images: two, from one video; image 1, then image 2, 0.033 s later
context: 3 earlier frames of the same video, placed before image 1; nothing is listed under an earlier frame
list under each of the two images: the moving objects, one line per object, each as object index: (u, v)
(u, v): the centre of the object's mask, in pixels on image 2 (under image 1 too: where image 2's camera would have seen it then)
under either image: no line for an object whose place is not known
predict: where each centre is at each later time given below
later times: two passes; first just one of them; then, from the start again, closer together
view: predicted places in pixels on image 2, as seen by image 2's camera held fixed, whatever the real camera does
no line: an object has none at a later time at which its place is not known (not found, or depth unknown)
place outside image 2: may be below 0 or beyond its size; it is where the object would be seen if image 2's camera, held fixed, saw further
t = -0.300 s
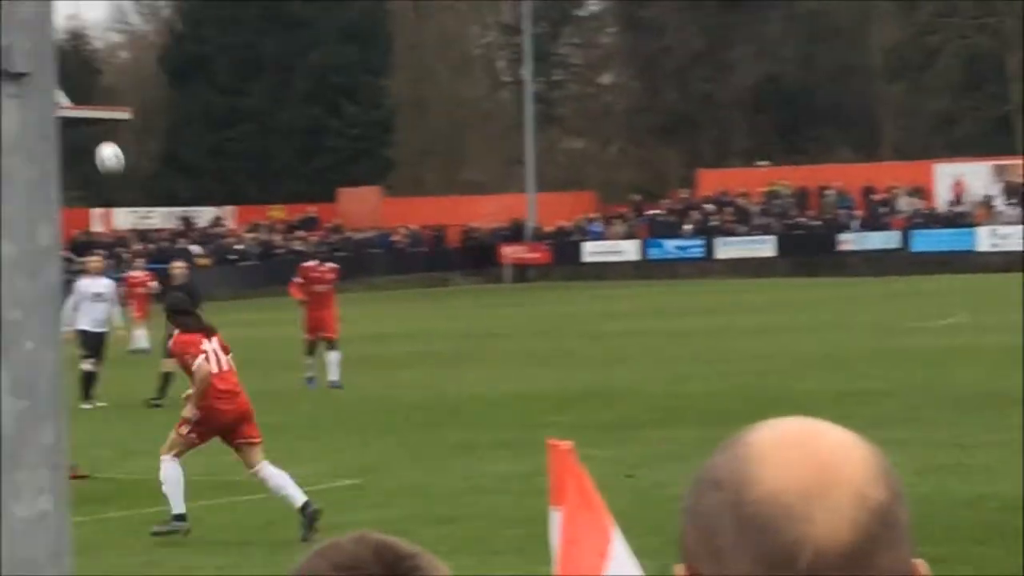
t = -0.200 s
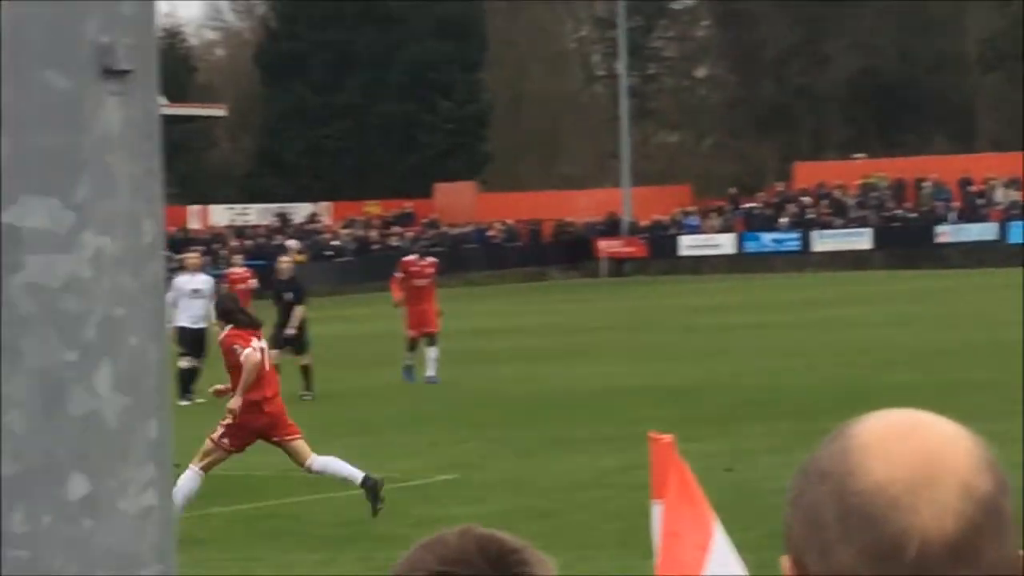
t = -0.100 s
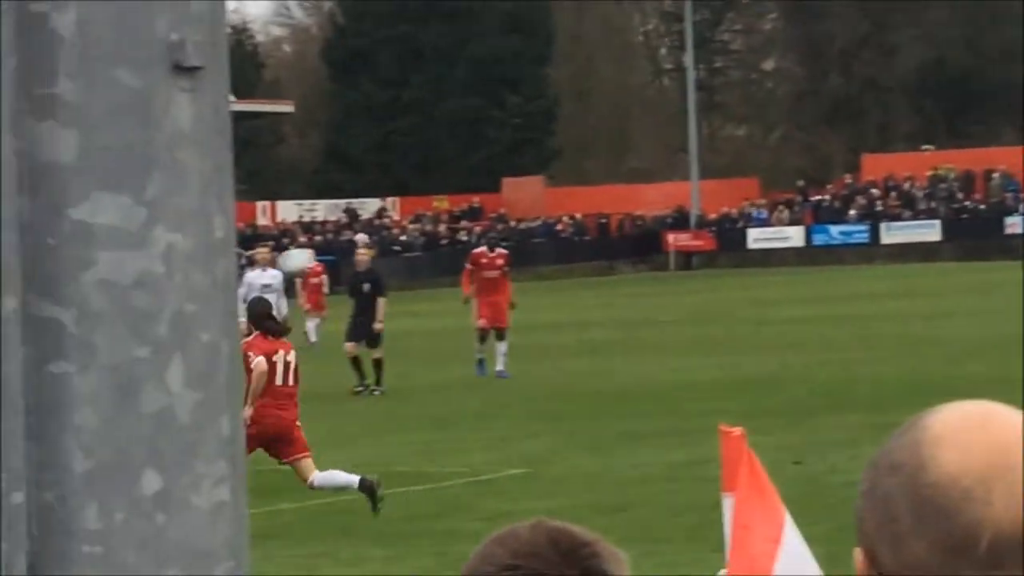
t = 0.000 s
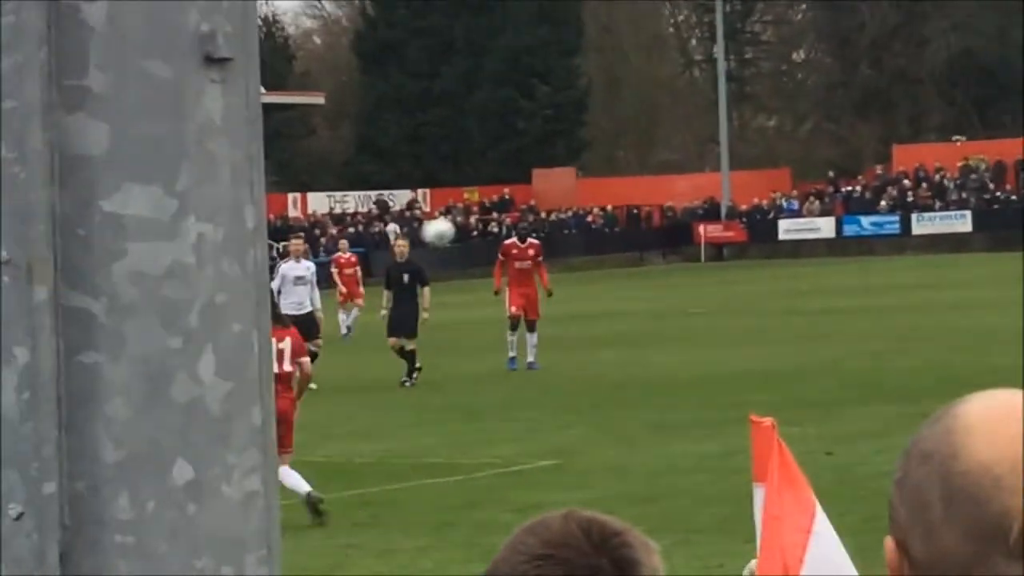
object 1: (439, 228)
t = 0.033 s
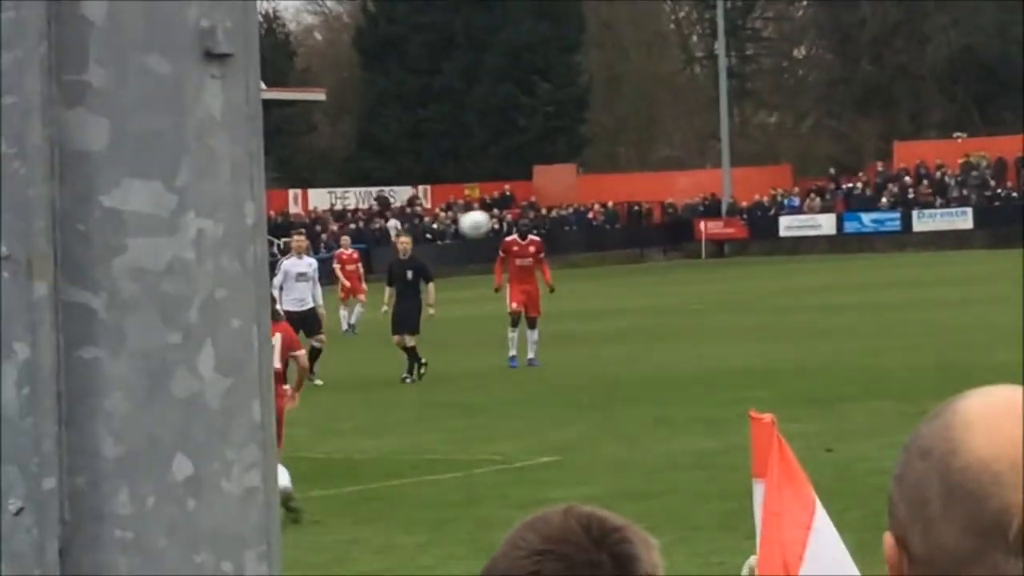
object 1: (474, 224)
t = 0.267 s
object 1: (708, 231)
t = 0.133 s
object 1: (578, 218)
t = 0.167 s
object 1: (611, 219)
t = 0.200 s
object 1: (643, 222)
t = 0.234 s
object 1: (676, 226)
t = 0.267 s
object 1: (708, 231)
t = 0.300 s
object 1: (740, 238)
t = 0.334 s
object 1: (771, 245)
